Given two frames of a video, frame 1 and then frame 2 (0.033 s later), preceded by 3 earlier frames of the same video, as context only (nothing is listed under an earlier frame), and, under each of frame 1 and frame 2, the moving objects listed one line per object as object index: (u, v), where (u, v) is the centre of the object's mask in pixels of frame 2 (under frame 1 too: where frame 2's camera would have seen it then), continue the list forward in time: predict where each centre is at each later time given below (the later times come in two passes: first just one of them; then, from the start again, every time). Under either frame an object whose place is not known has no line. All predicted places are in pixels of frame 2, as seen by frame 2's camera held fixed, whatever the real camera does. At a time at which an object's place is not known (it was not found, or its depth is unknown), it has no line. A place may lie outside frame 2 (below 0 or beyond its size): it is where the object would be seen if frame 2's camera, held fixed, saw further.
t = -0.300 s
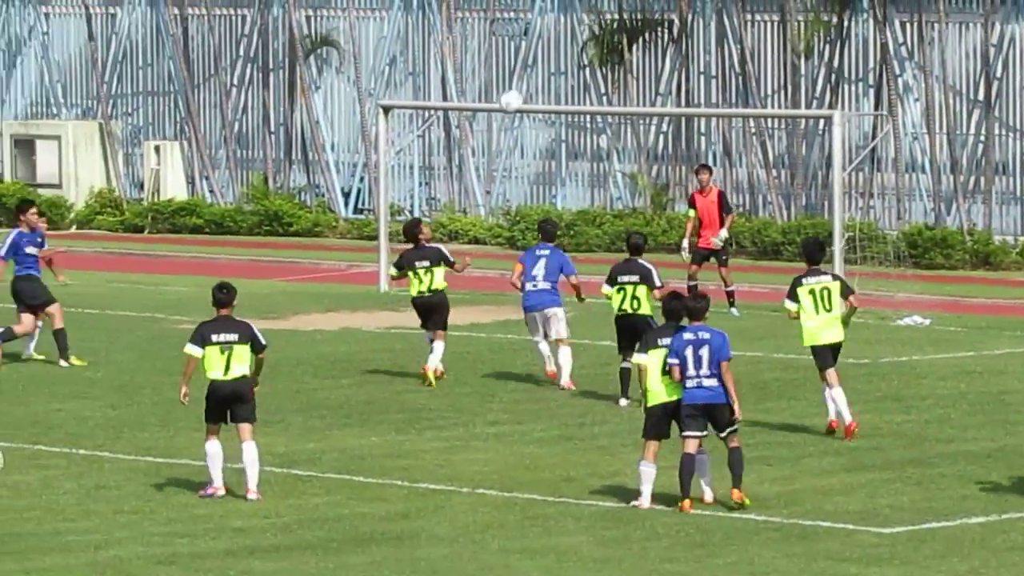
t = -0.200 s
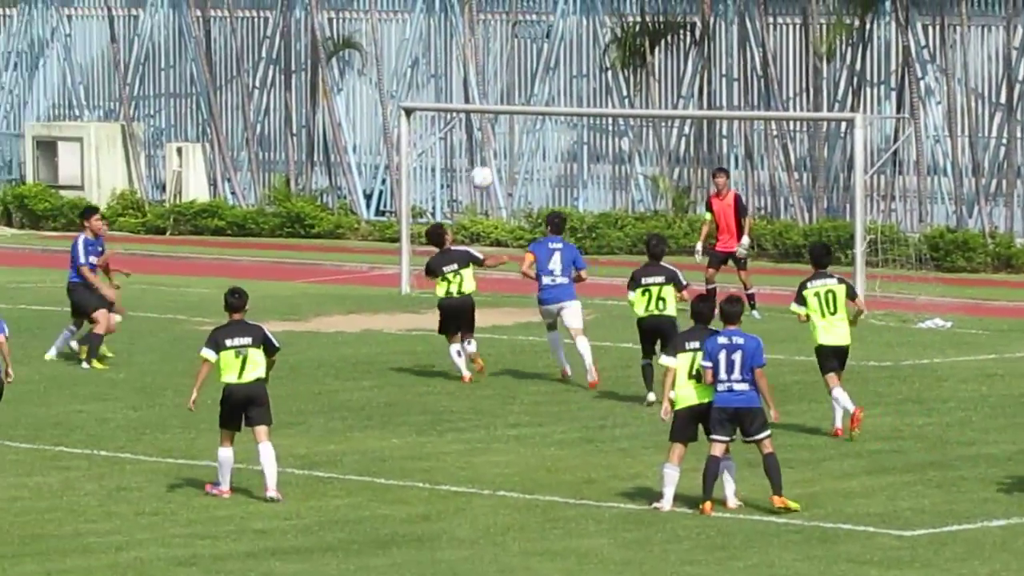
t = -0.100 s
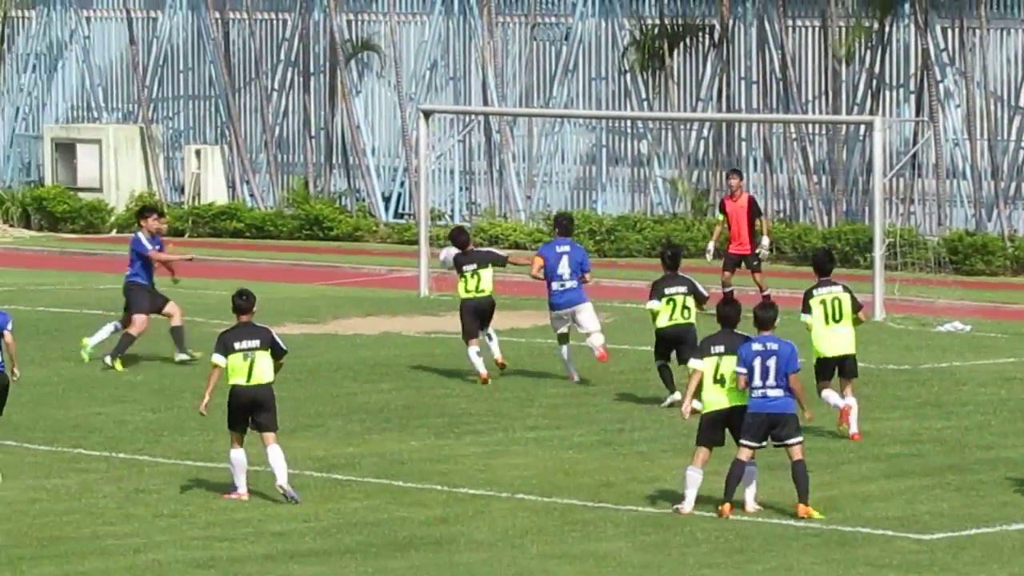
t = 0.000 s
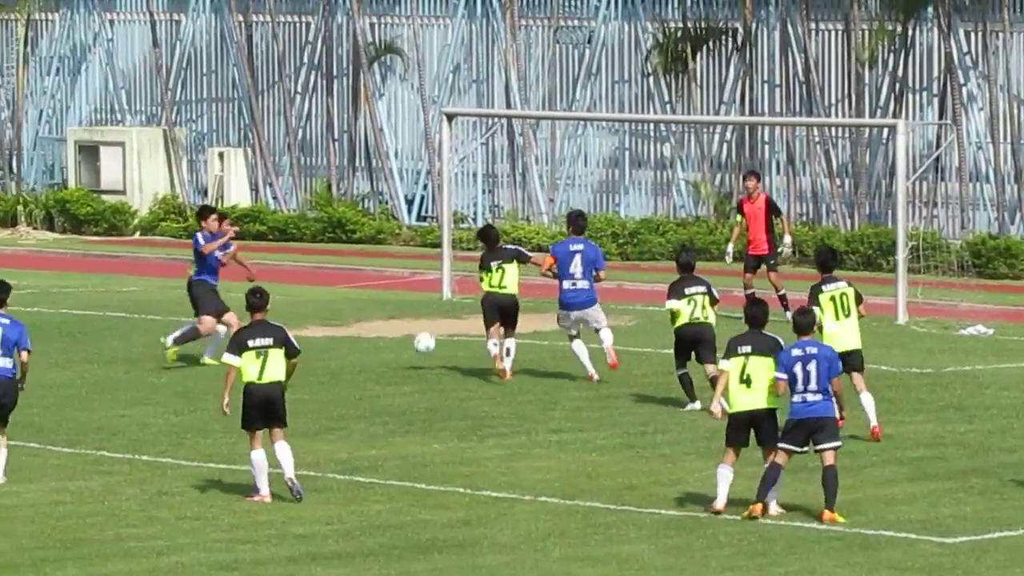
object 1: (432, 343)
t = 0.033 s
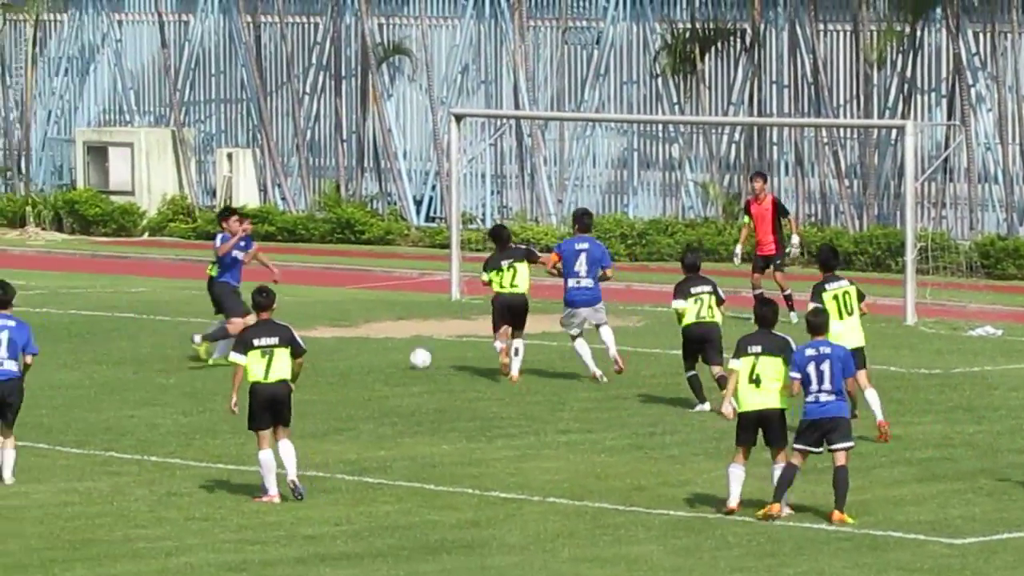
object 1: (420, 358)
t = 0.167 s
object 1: (397, 272)
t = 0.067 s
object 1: (415, 335)
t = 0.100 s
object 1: (409, 312)
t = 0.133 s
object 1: (403, 292)
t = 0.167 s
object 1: (397, 272)
